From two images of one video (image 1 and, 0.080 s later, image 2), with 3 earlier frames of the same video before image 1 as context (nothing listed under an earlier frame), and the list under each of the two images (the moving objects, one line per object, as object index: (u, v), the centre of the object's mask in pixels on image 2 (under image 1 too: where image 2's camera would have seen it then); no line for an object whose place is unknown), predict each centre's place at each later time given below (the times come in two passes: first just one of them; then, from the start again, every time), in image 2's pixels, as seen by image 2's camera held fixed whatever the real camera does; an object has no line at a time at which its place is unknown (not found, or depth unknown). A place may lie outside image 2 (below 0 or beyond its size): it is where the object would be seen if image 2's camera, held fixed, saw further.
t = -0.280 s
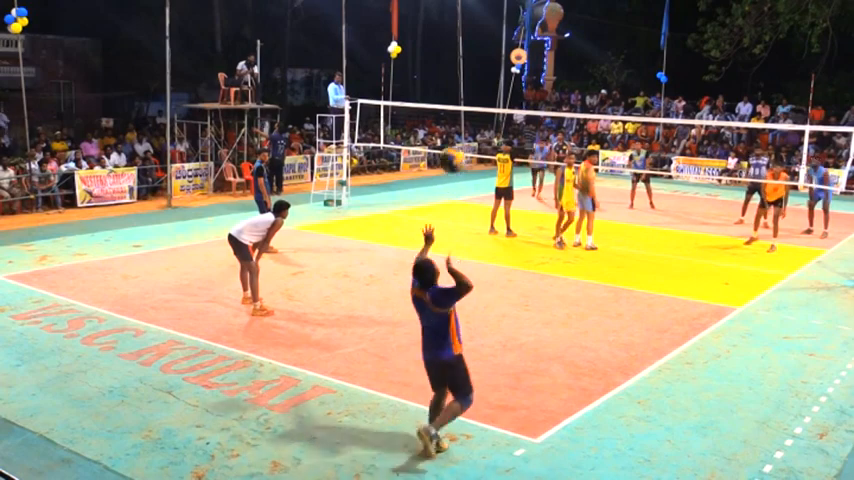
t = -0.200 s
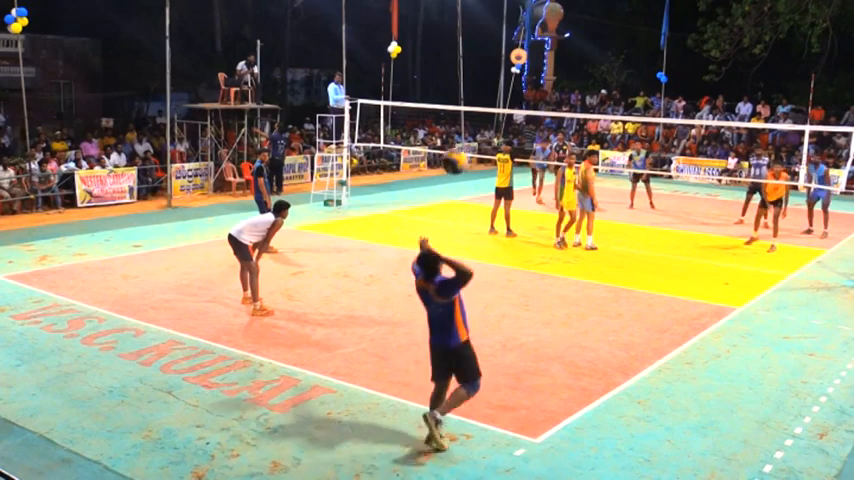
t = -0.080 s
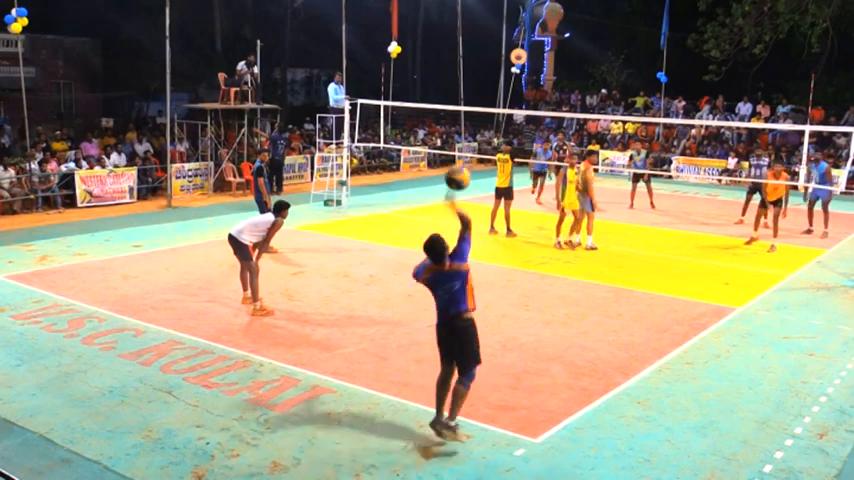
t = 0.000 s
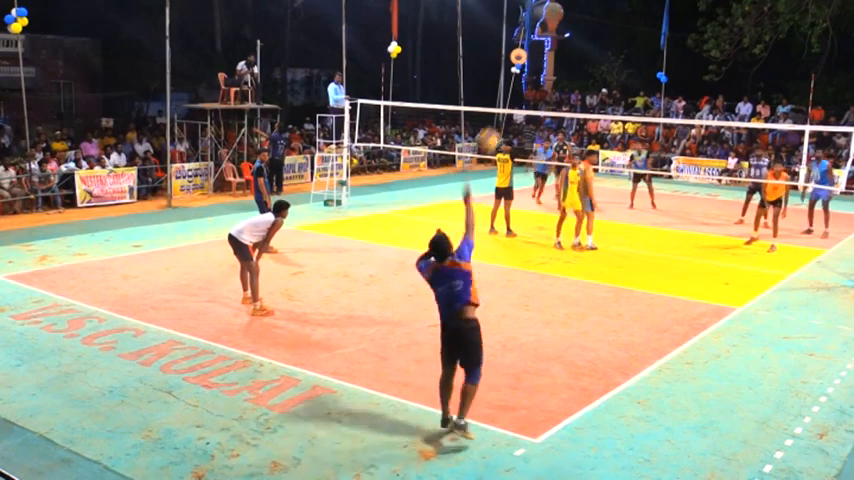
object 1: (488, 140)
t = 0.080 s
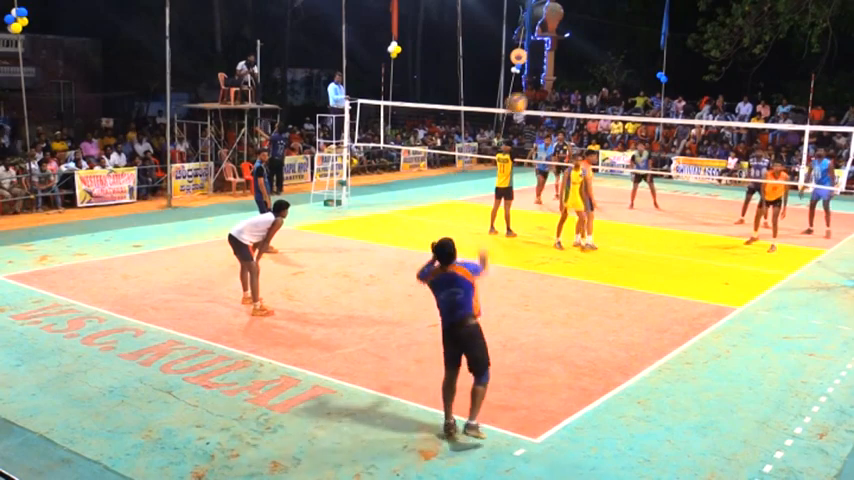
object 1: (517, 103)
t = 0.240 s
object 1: (560, 67)
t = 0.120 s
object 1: (528, 91)
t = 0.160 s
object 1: (539, 81)
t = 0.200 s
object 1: (550, 72)
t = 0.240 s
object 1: (560, 67)
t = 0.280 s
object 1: (568, 64)
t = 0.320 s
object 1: (576, 63)
